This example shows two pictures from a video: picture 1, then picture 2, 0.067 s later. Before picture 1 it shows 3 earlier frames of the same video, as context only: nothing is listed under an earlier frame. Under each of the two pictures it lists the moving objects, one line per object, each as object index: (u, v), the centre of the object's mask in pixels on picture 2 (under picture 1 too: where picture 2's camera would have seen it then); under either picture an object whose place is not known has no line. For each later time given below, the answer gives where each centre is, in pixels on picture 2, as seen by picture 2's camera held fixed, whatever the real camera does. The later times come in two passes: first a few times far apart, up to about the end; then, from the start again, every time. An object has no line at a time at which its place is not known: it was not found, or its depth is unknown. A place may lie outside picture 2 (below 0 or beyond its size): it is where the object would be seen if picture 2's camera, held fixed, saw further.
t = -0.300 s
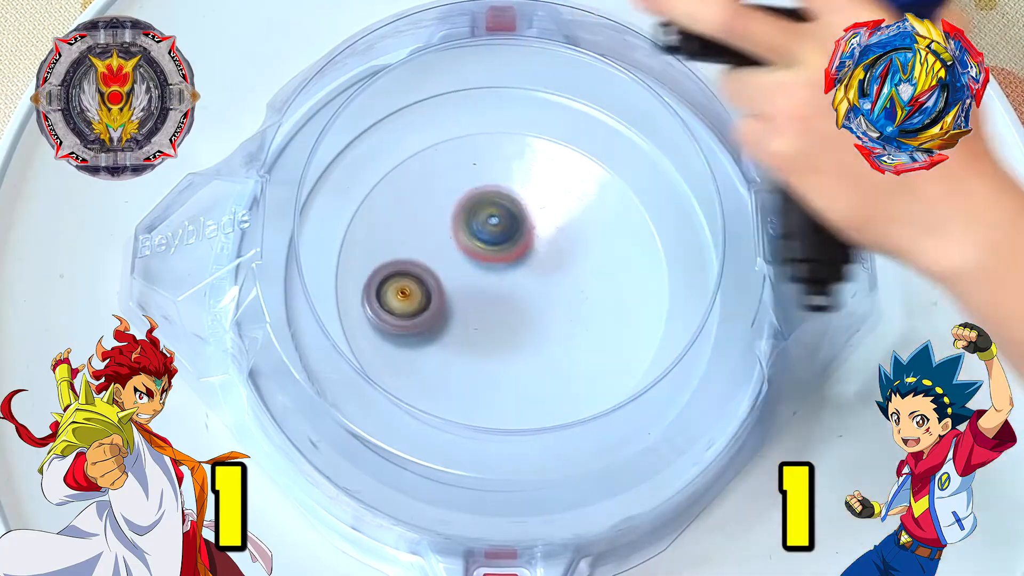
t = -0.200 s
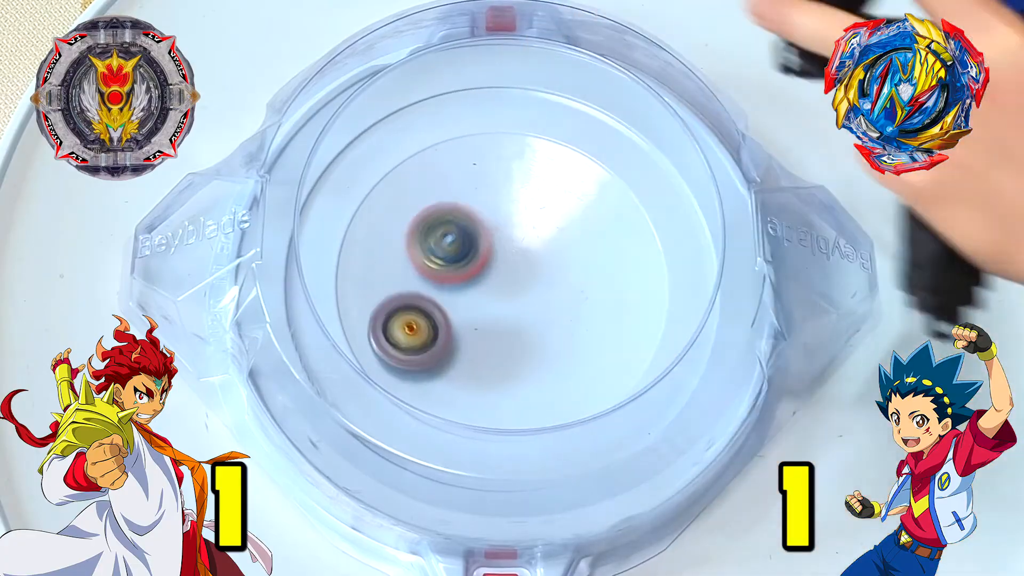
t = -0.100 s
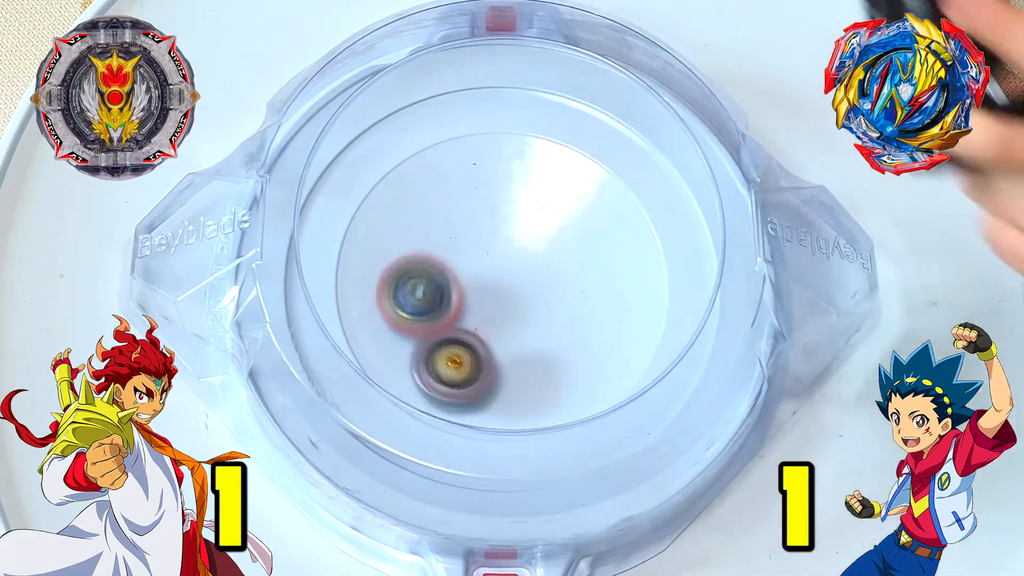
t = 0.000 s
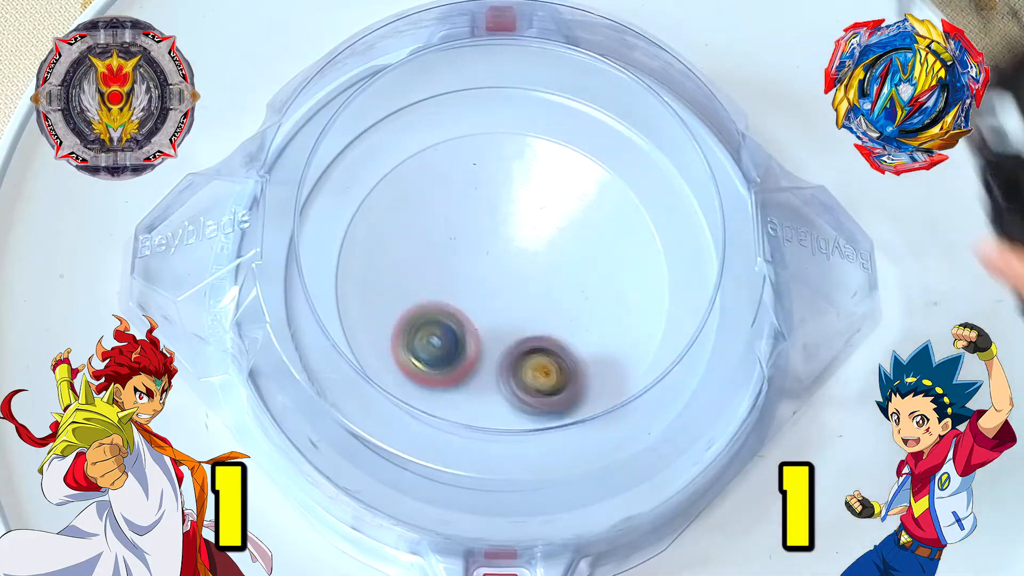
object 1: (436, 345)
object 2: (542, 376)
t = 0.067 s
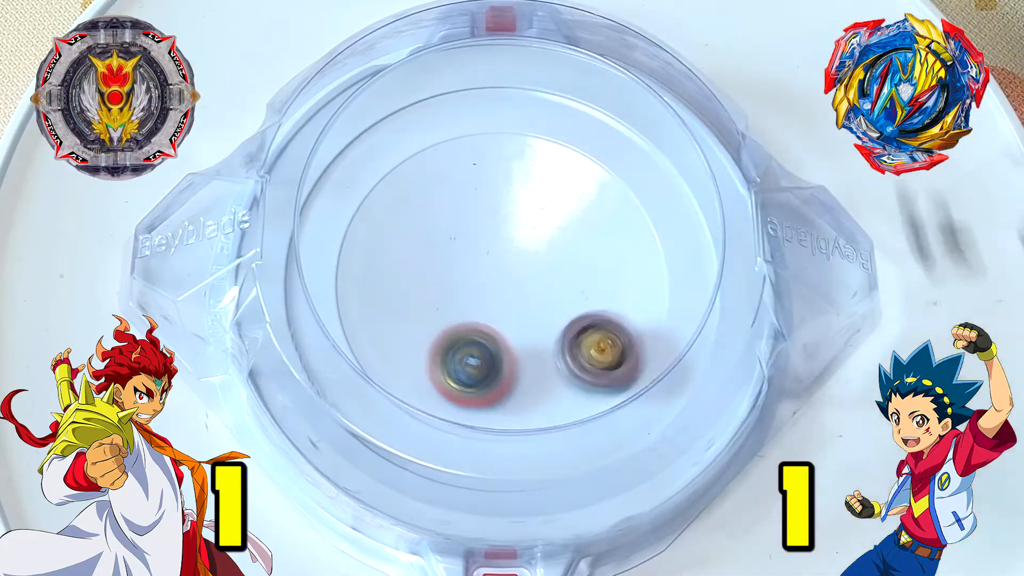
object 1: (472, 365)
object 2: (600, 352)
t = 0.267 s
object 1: (618, 308)
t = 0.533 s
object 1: (569, 116)
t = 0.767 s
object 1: (436, 96)
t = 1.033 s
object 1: (327, 193)
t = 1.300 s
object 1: (387, 352)
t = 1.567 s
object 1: (647, 376)
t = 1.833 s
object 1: (701, 210)
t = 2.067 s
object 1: (538, 88)
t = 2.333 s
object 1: (387, 149)
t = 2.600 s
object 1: (371, 341)
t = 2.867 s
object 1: (594, 442)
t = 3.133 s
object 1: (713, 305)
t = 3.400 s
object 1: (639, 151)
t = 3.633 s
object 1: (494, 129)
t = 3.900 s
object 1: (345, 279)
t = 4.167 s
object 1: (515, 427)
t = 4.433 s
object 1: (667, 264)
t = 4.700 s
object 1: (504, 126)
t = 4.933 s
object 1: (348, 229)
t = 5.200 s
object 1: (456, 413)
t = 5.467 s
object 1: (614, 356)
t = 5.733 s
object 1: (493, 251)
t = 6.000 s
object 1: (425, 312)
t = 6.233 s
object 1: (562, 322)
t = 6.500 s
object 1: (537, 173)
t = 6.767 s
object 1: (397, 217)
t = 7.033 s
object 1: (484, 364)
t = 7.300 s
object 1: (641, 280)
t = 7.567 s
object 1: (566, 156)
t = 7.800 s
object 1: (428, 217)
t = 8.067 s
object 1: (475, 373)
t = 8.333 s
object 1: (556, 218)
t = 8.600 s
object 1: (436, 213)
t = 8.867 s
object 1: (478, 340)
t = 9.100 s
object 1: (595, 297)
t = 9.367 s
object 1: (548, 199)
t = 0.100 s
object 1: (497, 370)
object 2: (623, 332)
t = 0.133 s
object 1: (524, 369)
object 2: (640, 308)
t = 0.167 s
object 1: (552, 362)
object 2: (651, 279)
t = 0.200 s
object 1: (577, 349)
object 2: (657, 251)
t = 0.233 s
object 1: (600, 331)
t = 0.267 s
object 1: (618, 308)
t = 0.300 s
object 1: (631, 282)
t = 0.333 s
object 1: (639, 254)
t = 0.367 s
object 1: (640, 225)
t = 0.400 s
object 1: (635, 197)
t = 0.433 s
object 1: (623, 173)
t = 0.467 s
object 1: (605, 151)
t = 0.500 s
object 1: (587, 132)
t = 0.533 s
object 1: (569, 116)
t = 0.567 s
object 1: (553, 102)
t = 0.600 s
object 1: (537, 90)
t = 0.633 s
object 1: (521, 81)
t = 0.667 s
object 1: (501, 81)
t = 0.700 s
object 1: (479, 85)
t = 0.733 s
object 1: (457, 90)
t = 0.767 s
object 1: (436, 96)
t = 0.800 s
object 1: (418, 101)
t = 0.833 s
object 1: (402, 108)
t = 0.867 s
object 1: (384, 119)
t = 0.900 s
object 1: (369, 133)
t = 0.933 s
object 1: (352, 145)
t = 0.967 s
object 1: (341, 160)
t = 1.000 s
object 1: (332, 176)
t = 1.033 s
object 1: (327, 193)
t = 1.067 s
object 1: (324, 210)
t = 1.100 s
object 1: (323, 228)
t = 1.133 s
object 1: (325, 247)
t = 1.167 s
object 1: (330, 265)
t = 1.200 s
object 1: (337, 285)
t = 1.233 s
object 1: (348, 307)
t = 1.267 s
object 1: (365, 330)
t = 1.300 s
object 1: (387, 352)
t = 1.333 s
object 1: (413, 374)
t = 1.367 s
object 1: (443, 392)
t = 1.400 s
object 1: (477, 405)
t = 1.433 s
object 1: (513, 413)
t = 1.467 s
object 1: (549, 413)
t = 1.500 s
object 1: (584, 406)
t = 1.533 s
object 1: (616, 393)
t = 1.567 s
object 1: (647, 376)
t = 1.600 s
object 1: (672, 361)
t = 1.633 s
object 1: (696, 347)
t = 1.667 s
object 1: (713, 332)
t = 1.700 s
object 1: (719, 311)
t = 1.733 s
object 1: (719, 290)
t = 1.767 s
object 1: (715, 265)
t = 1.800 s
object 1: (709, 238)
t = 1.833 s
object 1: (701, 210)
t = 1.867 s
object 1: (687, 183)
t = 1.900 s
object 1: (670, 159)
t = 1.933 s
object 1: (646, 140)
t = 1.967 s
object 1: (622, 122)
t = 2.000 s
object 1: (594, 106)
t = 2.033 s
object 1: (564, 95)
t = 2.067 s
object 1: (538, 88)
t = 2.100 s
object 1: (513, 86)
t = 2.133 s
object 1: (491, 88)
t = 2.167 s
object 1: (471, 92)
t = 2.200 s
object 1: (452, 99)
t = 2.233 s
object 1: (434, 109)
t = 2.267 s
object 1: (417, 120)
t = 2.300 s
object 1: (401, 134)
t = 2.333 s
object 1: (387, 149)
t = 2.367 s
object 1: (374, 165)
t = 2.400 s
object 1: (363, 182)
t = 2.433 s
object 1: (353, 201)
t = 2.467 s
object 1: (345, 224)
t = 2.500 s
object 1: (344, 251)
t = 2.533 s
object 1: (349, 281)
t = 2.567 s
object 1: (358, 311)
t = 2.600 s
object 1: (371, 341)
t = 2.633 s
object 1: (388, 368)
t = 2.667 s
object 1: (412, 392)
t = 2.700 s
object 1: (440, 412)
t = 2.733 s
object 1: (471, 426)
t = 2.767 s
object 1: (505, 433)
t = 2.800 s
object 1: (538, 437)
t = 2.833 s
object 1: (568, 440)
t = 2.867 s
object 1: (594, 442)
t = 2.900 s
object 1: (620, 442)
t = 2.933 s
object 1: (641, 436)
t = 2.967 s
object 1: (658, 421)
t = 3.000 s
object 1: (672, 402)
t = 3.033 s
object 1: (686, 379)
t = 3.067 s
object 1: (698, 354)
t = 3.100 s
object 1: (707, 331)
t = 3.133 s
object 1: (713, 305)
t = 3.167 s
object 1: (712, 276)
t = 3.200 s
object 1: (709, 250)
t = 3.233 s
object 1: (703, 226)
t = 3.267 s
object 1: (694, 206)
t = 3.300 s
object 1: (682, 189)
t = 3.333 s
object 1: (668, 175)
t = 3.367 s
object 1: (656, 161)
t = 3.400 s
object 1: (639, 151)
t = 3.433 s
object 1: (622, 143)
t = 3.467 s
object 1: (603, 136)
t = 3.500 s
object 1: (583, 130)
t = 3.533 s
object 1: (563, 126)
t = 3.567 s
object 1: (541, 124)
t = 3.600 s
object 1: (518, 124)
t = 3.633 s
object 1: (494, 129)
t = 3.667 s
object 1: (467, 138)
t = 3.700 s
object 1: (439, 149)
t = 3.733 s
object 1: (414, 163)
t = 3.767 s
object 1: (392, 181)
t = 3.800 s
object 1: (373, 201)
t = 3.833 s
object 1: (358, 226)
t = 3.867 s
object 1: (348, 252)
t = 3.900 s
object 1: (345, 279)
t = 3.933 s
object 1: (346, 308)
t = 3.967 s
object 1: (355, 336)
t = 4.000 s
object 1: (372, 362)
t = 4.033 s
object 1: (396, 385)
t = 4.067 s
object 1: (422, 404)
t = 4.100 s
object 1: (451, 418)
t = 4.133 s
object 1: (483, 425)
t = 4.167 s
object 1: (515, 427)
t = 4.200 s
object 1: (548, 423)
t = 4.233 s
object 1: (578, 412)
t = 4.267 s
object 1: (607, 395)
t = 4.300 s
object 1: (631, 374)
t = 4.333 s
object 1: (649, 349)
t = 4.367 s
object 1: (662, 322)
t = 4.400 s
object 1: (666, 293)
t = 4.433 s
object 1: (667, 264)
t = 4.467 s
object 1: (661, 235)
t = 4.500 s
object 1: (648, 208)
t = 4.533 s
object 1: (633, 184)
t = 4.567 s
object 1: (612, 165)
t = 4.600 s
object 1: (588, 150)
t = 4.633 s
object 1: (562, 138)
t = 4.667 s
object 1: (533, 129)
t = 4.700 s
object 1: (504, 126)
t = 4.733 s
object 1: (476, 129)
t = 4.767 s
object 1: (448, 134)
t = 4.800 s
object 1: (422, 145)
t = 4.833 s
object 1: (398, 160)
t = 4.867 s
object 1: (377, 180)
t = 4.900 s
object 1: (360, 203)
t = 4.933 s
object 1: (348, 229)
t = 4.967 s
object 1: (343, 257)
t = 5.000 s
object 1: (344, 285)
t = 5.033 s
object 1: (349, 314)
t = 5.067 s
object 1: (361, 340)
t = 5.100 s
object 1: (378, 364)
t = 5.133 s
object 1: (401, 385)
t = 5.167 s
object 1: (427, 402)
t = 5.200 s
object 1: (456, 413)
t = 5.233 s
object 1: (487, 420)
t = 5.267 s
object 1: (519, 421)
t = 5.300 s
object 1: (549, 416)
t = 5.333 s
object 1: (578, 406)
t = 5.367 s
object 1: (604, 392)
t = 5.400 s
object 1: (627, 374)
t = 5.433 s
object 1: (629, 364)
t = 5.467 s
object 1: (614, 356)
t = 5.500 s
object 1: (598, 352)
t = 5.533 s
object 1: (581, 342)
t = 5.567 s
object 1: (564, 331)
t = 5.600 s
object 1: (547, 316)
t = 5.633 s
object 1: (532, 299)
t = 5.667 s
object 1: (518, 281)
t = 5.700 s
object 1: (506, 264)
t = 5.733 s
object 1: (493, 251)
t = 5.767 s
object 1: (479, 241)
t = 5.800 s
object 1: (466, 236)
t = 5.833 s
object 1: (452, 236)
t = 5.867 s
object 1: (440, 241)
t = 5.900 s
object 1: (430, 250)
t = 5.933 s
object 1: (418, 279)
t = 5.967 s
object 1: (419, 295)
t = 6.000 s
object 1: (425, 312)
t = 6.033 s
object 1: (437, 327)
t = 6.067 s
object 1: (455, 339)
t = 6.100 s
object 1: (476, 347)
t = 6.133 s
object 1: (499, 349)
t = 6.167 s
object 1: (522, 345)
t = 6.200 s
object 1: (543, 336)
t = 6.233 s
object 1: (562, 322)
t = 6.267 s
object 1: (576, 304)
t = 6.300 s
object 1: (586, 282)
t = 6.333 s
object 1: (590, 260)
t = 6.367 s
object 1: (588, 239)
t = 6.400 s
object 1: (583, 220)
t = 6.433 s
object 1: (572, 200)
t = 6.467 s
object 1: (556, 186)
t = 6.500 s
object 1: (537, 173)
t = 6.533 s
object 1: (517, 164)
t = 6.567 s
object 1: (497, 160)
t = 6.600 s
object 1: (478, 159)
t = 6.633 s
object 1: (458, 163)
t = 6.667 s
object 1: (439, 171)
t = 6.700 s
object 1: (422, 184)
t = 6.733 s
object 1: (407, 199)
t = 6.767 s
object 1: (397, 217)
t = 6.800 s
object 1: (391, 238)
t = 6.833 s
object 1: (390, 260)
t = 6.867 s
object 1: (393, 283)
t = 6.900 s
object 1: (403, 305)
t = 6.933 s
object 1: (418, 325)
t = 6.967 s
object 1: (437, 342)
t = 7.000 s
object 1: (460, 355)
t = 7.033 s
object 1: (484, 364)
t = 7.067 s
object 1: (512, 368)
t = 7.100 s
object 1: (538, 366)
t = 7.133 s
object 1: (563, 360)
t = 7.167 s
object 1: (585, 349)
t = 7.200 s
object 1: (605, 335)
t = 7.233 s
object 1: (621, 318)
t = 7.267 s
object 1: (632, 300)
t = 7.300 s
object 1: (641, 280)
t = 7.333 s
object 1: (644, 259)
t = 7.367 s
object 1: (643, 238)
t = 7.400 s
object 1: (638, 219)
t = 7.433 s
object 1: (631, 201)
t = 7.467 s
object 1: (619, 185)
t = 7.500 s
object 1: (604, 173)
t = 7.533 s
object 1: (586, 163)
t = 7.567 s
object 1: (566, 156)
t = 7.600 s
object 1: (544, 153)
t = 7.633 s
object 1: (521, 155)
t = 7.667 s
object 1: (499, 160)
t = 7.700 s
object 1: (479, 168)
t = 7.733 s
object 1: (459, 180)
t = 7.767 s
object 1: (442, 198)
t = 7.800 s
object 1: (428, 217)
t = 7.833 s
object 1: (417, 238)
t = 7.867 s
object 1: (411, 261)
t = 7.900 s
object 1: (411, 285)
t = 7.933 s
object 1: (415, 308)
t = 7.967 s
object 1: (424, 329)
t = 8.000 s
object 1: (438, 349)
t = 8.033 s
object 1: (456, 364)
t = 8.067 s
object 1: (475, 373)
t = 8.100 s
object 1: (496, 356)
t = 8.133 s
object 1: (516, 334)
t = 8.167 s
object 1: (534, 312)
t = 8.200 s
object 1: (549, 291)
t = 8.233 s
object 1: (560, 270)
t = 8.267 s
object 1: (564, 250)
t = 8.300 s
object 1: (562, 232)
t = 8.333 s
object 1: (556, 218)
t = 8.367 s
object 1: (545, 205)
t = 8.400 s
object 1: (530, 195)
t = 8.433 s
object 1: (514, 188)
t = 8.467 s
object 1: (496, 184)
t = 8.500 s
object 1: (480, 186)
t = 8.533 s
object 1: (464, 191)
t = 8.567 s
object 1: (448, 200)
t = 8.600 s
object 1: (436, 213)
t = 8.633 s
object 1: (426, 228)
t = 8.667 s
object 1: (421, 245)
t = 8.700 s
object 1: (419, 264)
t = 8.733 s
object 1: (423, 282)
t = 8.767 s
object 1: (430, 300)
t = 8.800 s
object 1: (443, 317)
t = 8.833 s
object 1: (459, 330)
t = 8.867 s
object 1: (478, 340)
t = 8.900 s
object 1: (498, 345)
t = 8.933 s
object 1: (518, 346)
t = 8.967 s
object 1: (539, 342)
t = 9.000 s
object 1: (556, 335)
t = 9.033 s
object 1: (573, 324)
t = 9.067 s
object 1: (585, 312)
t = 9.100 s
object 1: (595, 297)
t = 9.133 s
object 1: (601, 282)
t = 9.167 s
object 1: (605, 265)
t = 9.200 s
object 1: (603, 250)
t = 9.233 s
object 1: (599, 235)
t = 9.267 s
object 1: (591, 223)
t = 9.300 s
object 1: (580, 212)
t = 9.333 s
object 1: (565, 204)
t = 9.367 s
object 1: (548, 199)
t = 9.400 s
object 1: (529, 197)
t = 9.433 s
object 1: (512, 199)
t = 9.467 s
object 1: (495, 203)
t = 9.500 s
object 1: (480, 213)
